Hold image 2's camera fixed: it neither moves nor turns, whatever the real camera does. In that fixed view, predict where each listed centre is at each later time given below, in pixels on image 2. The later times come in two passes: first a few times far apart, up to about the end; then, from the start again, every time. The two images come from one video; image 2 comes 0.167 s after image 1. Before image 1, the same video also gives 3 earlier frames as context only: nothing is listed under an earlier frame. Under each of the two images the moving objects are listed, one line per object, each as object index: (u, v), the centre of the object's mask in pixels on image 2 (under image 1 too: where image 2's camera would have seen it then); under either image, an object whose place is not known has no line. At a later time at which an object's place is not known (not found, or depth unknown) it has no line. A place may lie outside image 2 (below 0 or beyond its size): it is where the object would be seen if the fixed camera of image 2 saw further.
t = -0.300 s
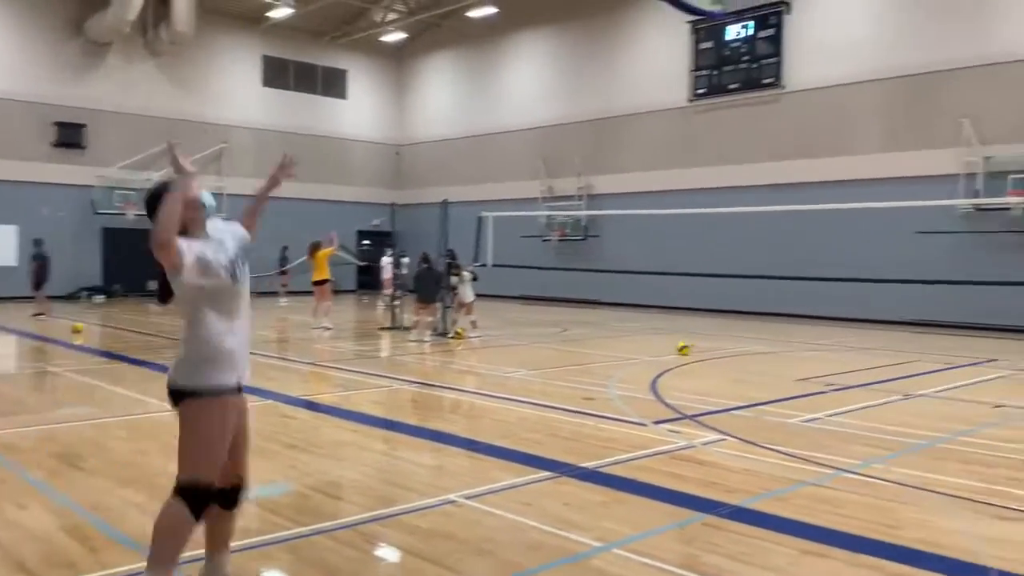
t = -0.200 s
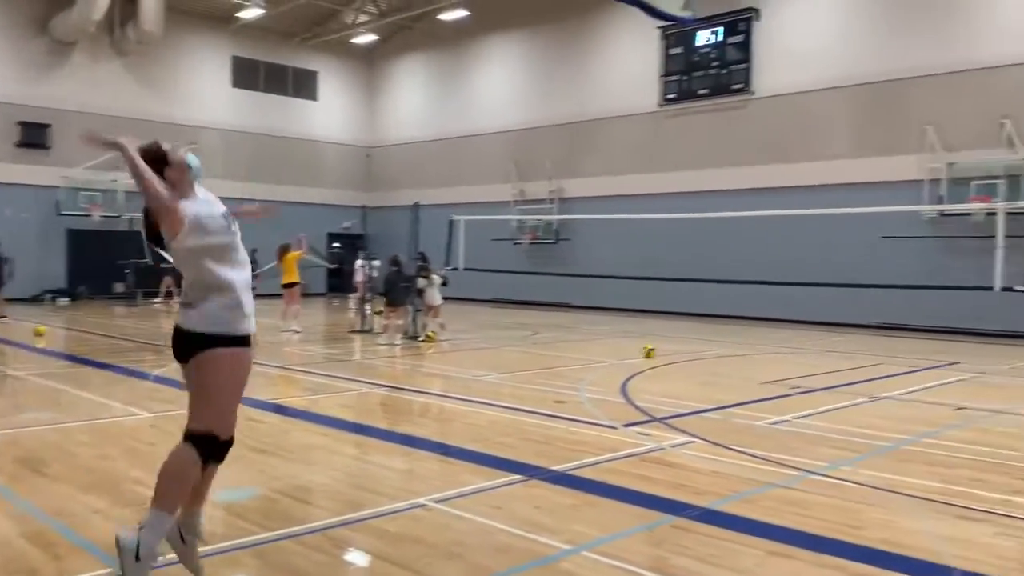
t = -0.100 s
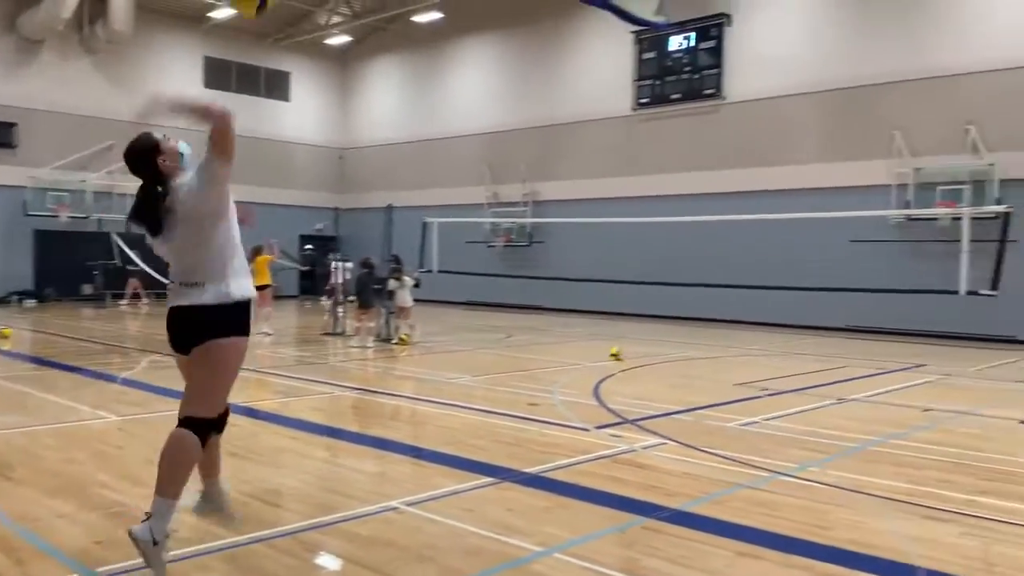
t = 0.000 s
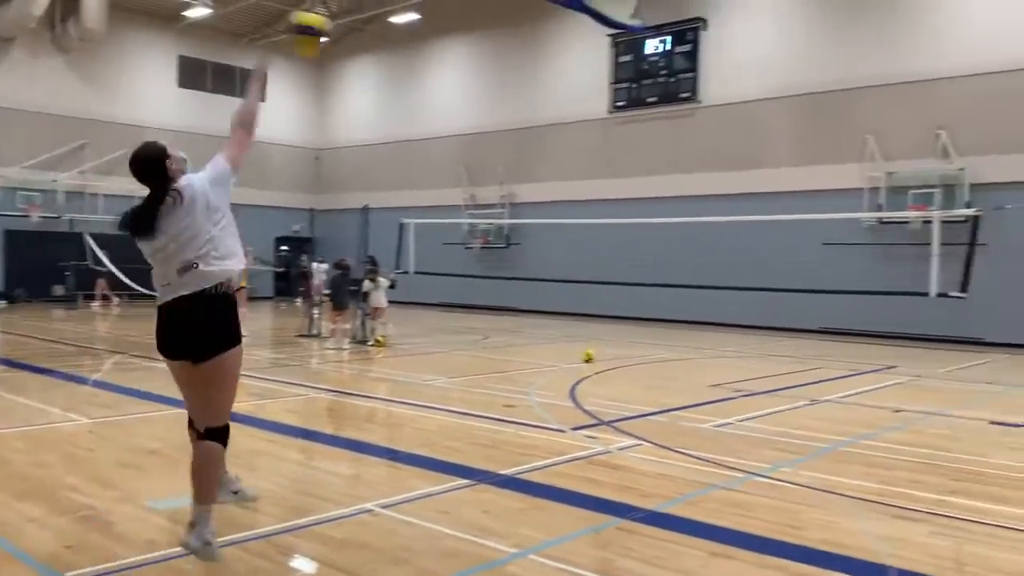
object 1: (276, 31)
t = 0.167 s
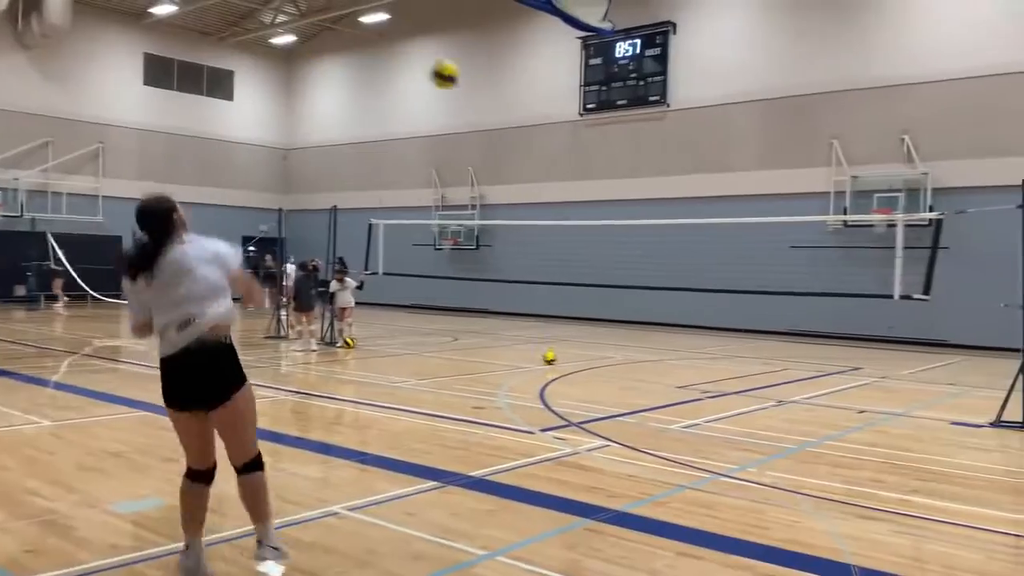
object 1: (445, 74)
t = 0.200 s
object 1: (465, 83)
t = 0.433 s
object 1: (556, 149)
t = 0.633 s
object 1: (599, 208)
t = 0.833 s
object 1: (626, 257)
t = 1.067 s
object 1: (641, 321)
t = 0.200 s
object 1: (465, 83)
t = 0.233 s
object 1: (483, 93)
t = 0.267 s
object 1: (498, 103)
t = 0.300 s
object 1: (512, 113)
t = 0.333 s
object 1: (524, 121)
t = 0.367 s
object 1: (536, 131)
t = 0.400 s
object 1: (546, 140)
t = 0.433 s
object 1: (556, 149)
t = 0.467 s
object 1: (565, 159)
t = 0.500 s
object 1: (574, 169)
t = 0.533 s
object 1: (581, 180)
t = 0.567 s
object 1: (587, 189)
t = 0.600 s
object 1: (594, 200)
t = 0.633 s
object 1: (599, 208)
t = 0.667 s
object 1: (605, 217)
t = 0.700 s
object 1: (610, 226)
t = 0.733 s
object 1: (614, 234)
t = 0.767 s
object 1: (618, 242)
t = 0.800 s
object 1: (622, 249)
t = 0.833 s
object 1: (626, 257)
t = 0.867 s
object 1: (629, 267)
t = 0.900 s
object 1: (632, 274)
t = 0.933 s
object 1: (635, 282)
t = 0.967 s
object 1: (637, 293)
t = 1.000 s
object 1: (639, 302)
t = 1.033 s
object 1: (640, 311)
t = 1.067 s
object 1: (641, 321)
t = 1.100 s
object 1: (643, 329)
